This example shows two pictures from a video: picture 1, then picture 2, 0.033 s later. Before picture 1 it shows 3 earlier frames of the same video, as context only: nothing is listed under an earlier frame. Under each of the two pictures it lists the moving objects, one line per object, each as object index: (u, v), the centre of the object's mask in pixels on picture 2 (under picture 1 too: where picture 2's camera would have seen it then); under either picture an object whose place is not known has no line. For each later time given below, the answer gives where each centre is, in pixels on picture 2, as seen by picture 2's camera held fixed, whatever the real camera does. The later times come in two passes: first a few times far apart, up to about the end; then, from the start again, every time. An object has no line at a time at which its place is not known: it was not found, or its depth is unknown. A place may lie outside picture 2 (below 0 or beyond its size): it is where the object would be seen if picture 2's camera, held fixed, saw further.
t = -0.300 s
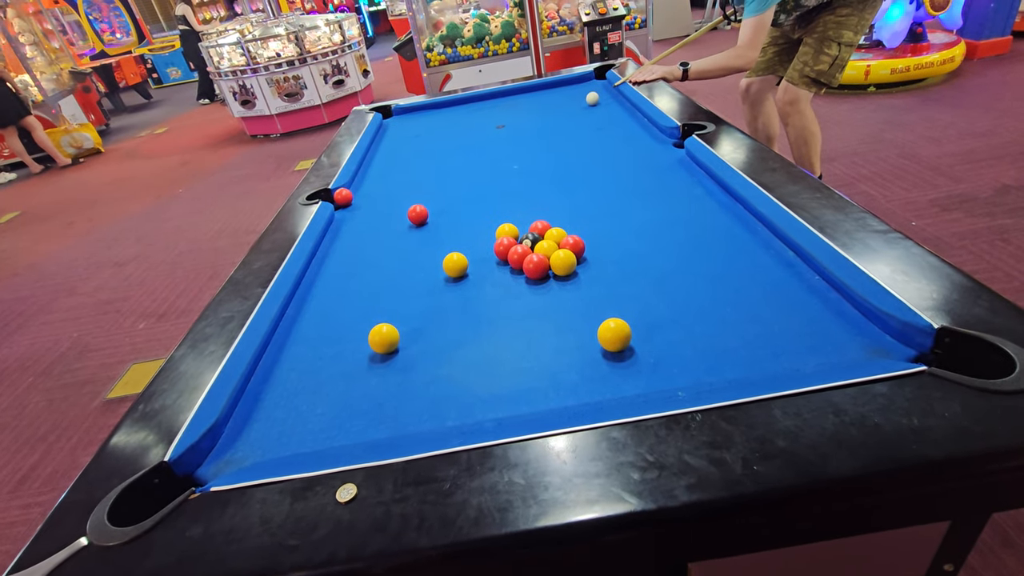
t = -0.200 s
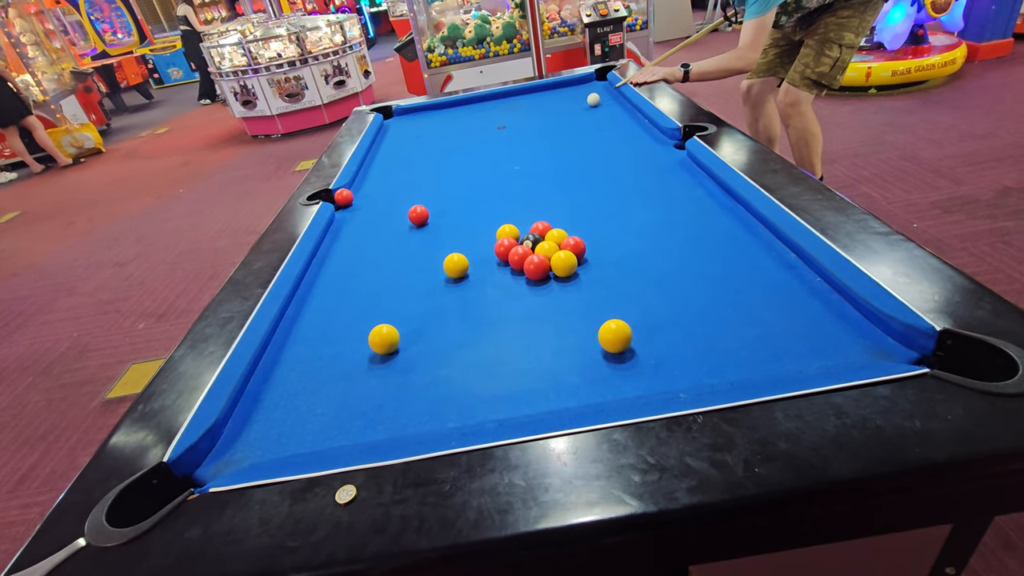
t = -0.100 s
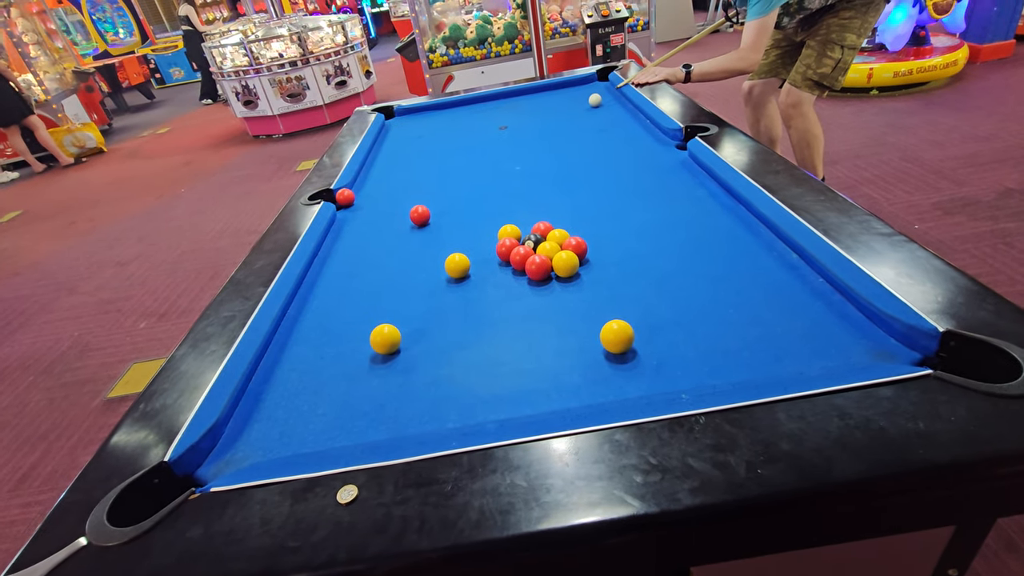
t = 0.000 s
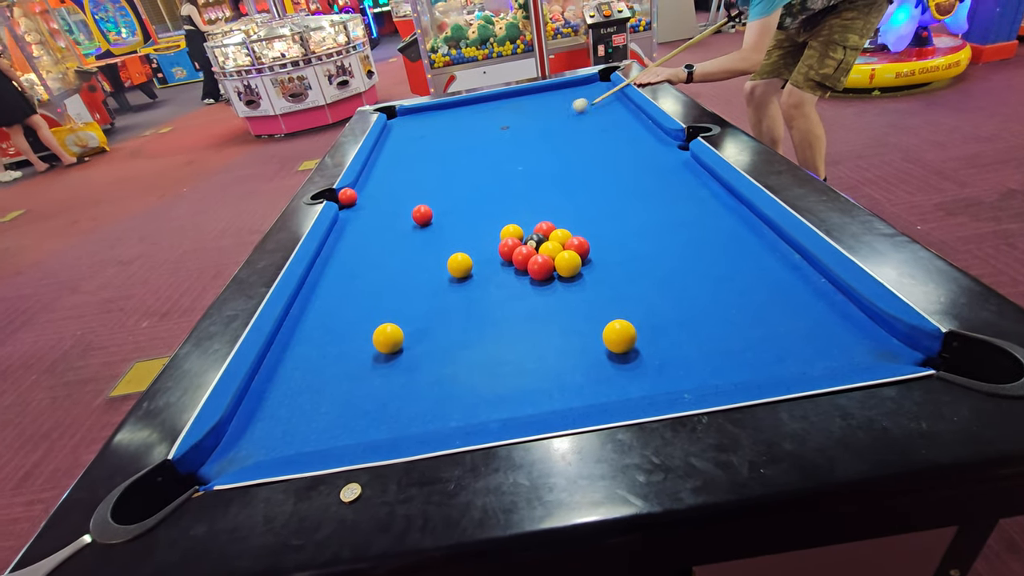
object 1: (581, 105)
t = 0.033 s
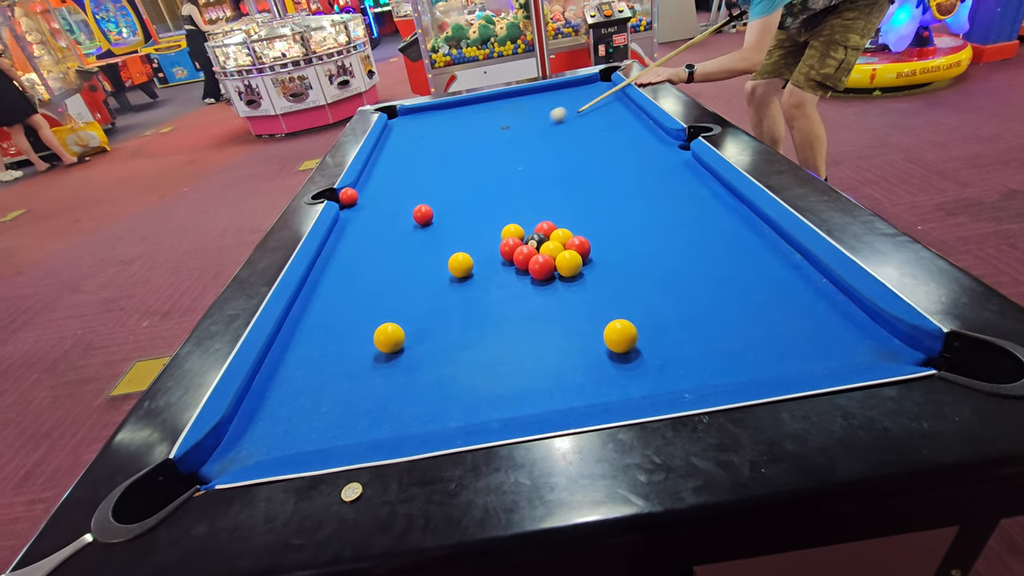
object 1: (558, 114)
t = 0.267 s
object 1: (388, 183)
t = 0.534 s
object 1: (341, 224)
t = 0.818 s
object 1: (349, 263)
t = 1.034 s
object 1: (357, 299)
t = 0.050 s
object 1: (546, 120)
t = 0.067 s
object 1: (535, 124)
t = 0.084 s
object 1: (523, 128)
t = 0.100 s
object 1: (510, 134)
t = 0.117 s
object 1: (499, 138)
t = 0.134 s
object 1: (487, 143)
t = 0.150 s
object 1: (475, 148)
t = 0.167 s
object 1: (463, 153)
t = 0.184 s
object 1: (450, 158)
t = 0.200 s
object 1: (438, 162)
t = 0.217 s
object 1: (426, 168)
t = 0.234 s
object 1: (414, 173)
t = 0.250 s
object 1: (401, 178)
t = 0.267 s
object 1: (388, 183)
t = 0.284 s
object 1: (375, 189)
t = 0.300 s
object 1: (366, 193)
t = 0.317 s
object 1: (367, 194)
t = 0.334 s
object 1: (367, 196)
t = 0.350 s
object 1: (367, 198)
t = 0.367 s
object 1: (366, 199)
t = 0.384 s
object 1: (365, 201)
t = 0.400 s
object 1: (363, 203)
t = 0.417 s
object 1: (361, 206)
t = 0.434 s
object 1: (358, 208)
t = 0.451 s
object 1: (355, 211)
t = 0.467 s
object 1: (352, 213)
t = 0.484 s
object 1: (349, 216)
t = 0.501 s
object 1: (346, 219)
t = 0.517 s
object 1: (343, 221)
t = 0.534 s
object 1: (341, 224)
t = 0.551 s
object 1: (341, 226)
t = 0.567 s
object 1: (341, 228)
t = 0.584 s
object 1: (342, 230)
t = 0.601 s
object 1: (342, 233)
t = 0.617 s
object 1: (343, 235)
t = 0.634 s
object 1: (343, 237)
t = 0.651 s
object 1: (344, 239)
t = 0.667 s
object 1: (345, 241)
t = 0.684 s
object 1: (345, 243)
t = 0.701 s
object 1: (345, 246)
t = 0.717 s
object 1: (346, 248)
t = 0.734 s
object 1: (347, 250)
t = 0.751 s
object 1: (347, 253)
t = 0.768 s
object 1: (348, 255)
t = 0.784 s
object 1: (348, 258)
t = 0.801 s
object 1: (349, 260)
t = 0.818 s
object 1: (349, 263)
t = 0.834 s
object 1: (350, 265)
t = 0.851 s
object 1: (350, 268)
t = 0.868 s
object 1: (351, 270)
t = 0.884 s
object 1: (352, 273)
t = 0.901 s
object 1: (352, 276)
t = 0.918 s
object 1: (353, 279)
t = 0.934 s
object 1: (353, 281)
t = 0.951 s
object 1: (354, 284)
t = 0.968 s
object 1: (354, 287)
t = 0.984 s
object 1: (355, 290)
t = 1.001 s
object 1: (356, 293)
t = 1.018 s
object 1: (356, 296)
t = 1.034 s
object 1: (357, 299)
